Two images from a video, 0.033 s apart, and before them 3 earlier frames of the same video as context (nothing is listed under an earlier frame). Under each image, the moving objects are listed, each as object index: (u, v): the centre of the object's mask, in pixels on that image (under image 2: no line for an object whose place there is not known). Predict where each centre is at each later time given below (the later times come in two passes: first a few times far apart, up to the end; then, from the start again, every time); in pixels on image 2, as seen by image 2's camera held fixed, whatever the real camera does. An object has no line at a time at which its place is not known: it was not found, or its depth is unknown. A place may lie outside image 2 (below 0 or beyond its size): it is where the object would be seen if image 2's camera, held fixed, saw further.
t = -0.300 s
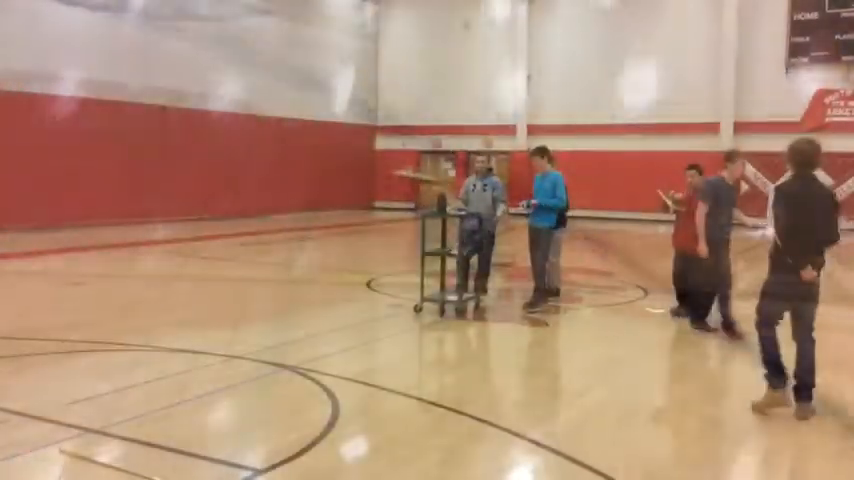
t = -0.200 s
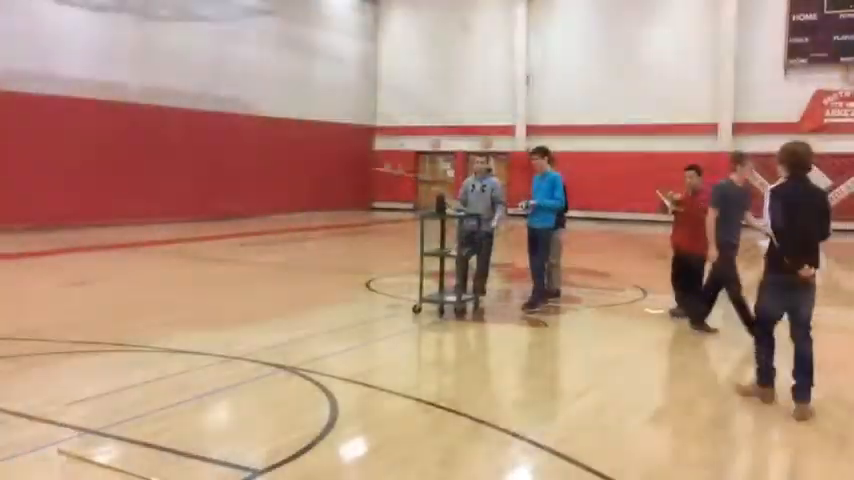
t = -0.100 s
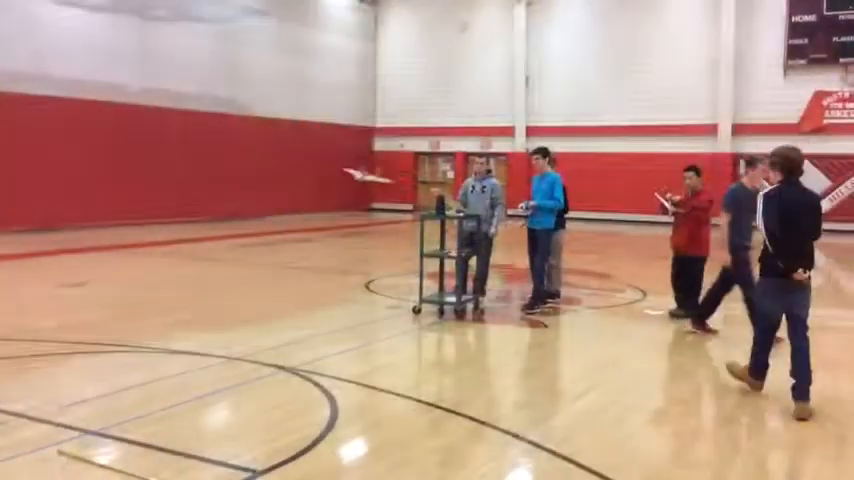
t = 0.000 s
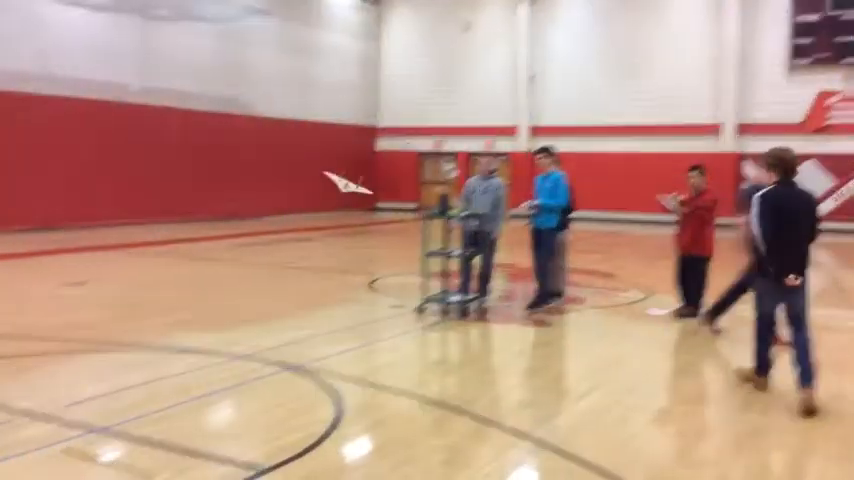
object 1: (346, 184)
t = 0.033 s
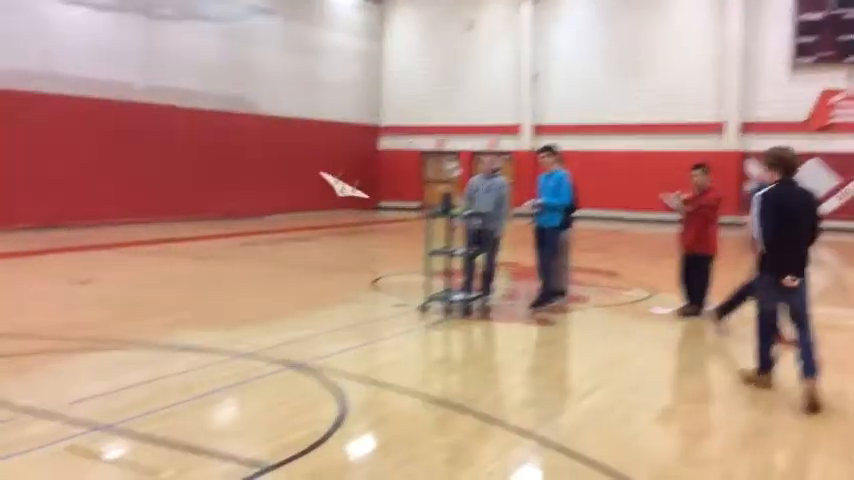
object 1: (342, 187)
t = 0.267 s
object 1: (311, 227)
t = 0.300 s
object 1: (315, 241)
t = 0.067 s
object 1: (336, 190)
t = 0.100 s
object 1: (330, 195)
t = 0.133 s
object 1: (324, 200)
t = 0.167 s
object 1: (319, 206)
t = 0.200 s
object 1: (315, 213)
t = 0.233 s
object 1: (312, 219)
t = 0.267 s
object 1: (311, 227)
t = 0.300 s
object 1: (315, 241)
